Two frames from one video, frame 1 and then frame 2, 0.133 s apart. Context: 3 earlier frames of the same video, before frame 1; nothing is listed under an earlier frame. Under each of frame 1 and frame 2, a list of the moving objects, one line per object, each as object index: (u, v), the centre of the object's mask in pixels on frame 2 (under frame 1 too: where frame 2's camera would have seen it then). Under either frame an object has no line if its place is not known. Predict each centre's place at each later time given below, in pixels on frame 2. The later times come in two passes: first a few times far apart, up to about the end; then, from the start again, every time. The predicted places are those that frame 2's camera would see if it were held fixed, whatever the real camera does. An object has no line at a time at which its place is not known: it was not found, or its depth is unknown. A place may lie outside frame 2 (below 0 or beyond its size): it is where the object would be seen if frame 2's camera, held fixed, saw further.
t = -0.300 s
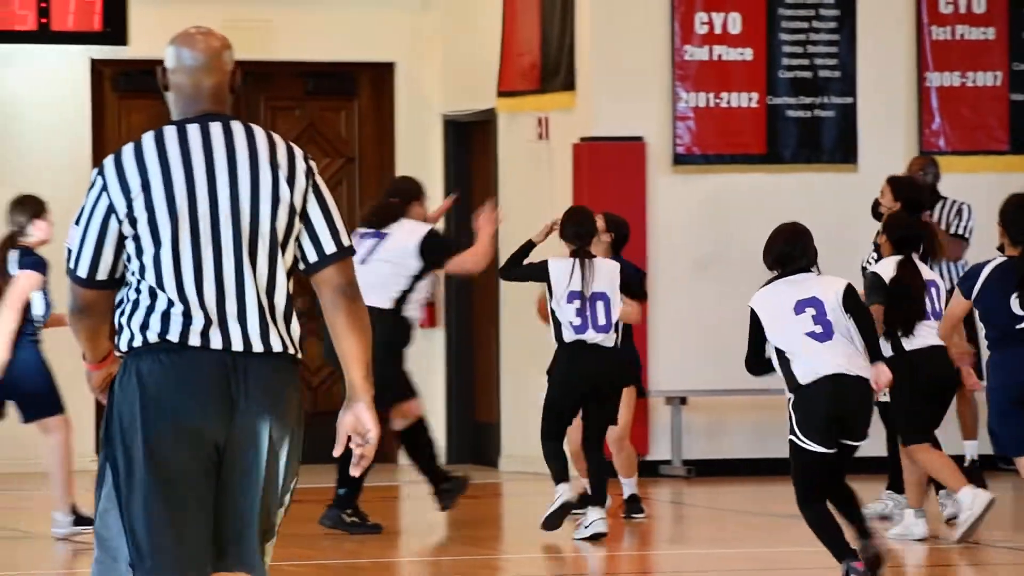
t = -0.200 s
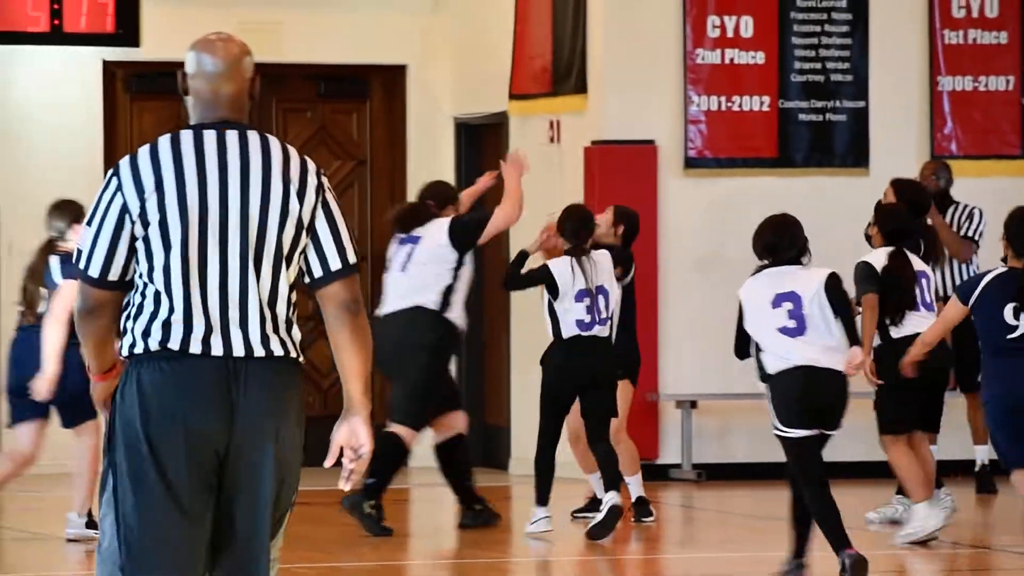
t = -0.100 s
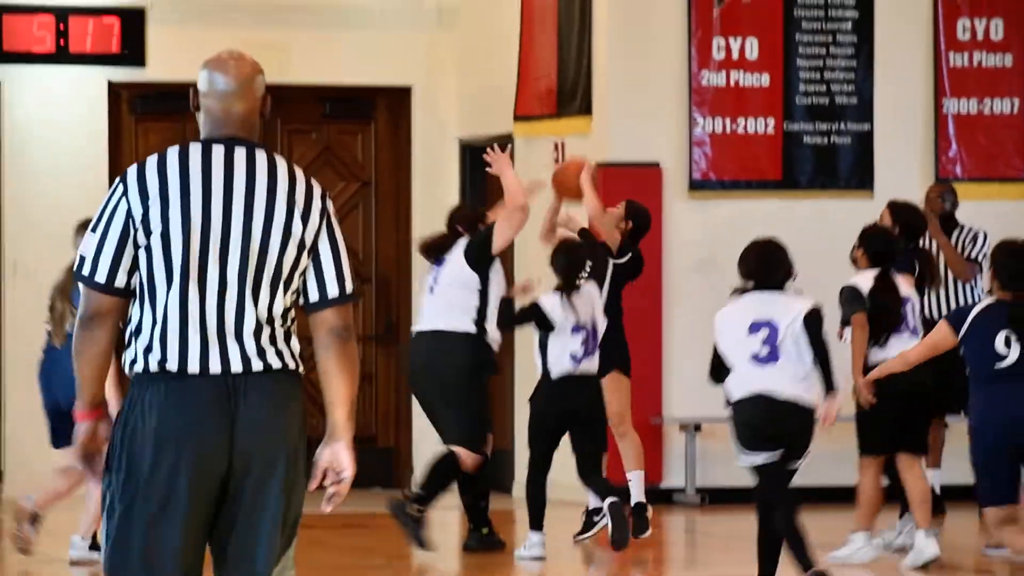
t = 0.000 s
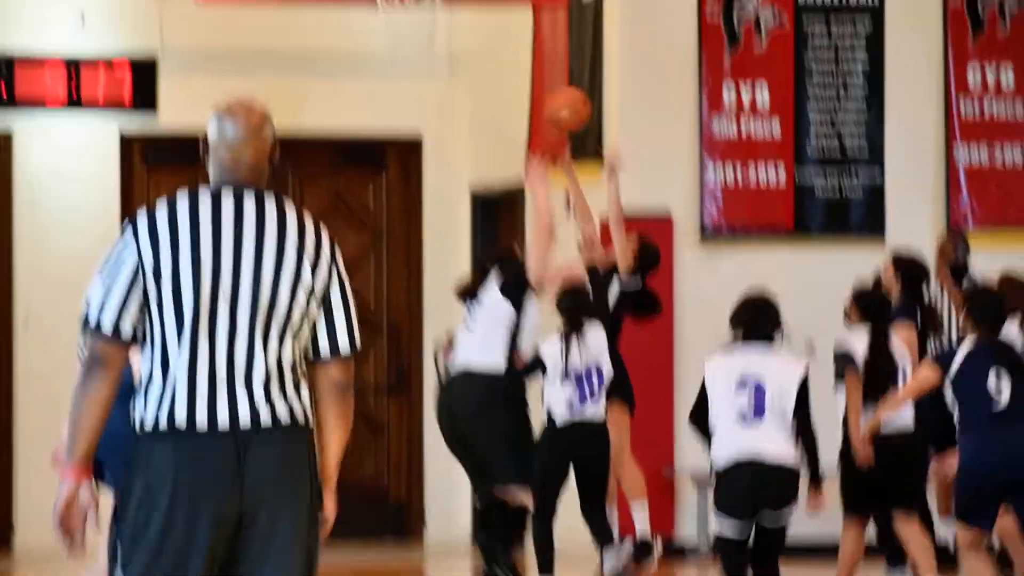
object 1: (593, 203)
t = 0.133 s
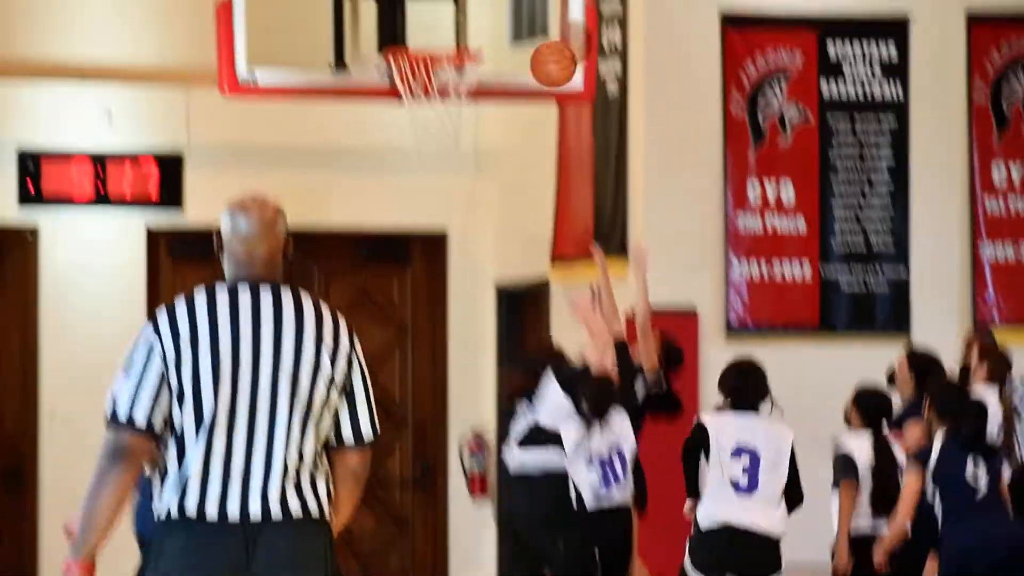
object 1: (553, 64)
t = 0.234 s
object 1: (523, -19)
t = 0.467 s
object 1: (474, -124)
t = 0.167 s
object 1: (543, 34)
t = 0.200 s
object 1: (533, 7)
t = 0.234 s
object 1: (523, -19)
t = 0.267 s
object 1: (514, -43)
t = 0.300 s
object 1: (504, -64)
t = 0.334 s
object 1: (495, -84)
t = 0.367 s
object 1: (486, -100)
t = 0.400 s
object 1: (482, -110)
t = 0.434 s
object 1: (478, -118)
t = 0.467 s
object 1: (474, -124)
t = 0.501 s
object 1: (470, -127)
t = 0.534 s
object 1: (466, -128)
